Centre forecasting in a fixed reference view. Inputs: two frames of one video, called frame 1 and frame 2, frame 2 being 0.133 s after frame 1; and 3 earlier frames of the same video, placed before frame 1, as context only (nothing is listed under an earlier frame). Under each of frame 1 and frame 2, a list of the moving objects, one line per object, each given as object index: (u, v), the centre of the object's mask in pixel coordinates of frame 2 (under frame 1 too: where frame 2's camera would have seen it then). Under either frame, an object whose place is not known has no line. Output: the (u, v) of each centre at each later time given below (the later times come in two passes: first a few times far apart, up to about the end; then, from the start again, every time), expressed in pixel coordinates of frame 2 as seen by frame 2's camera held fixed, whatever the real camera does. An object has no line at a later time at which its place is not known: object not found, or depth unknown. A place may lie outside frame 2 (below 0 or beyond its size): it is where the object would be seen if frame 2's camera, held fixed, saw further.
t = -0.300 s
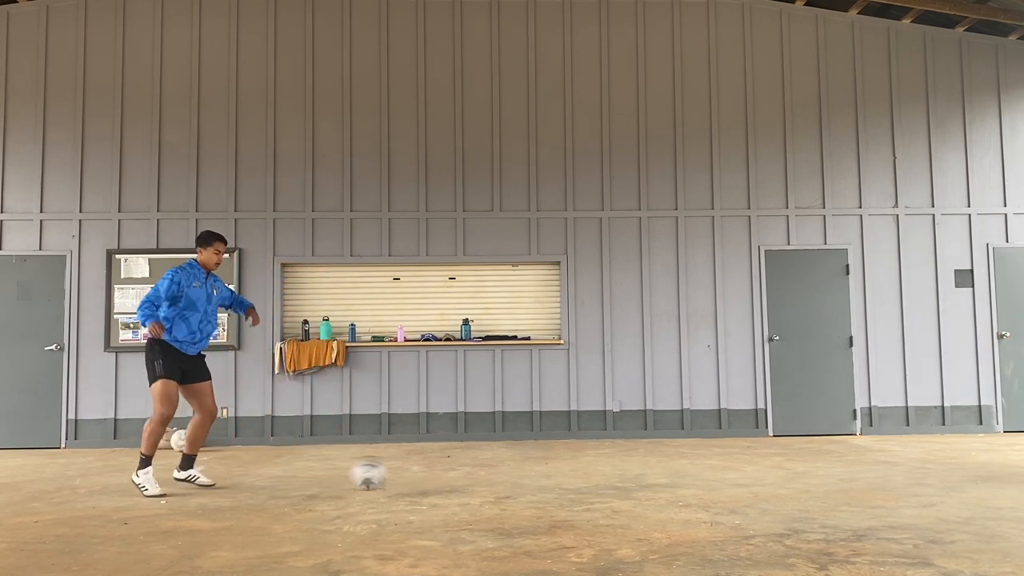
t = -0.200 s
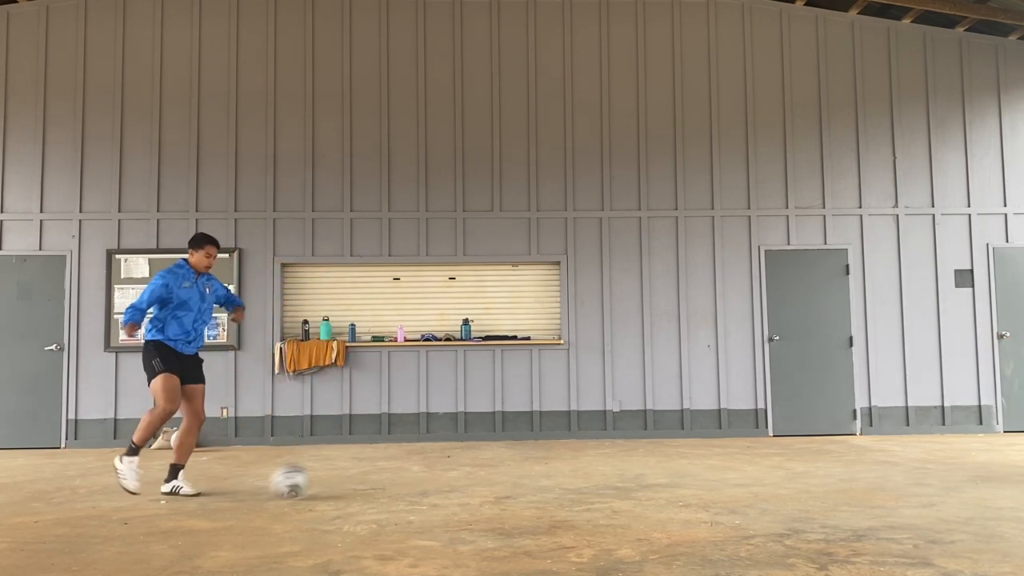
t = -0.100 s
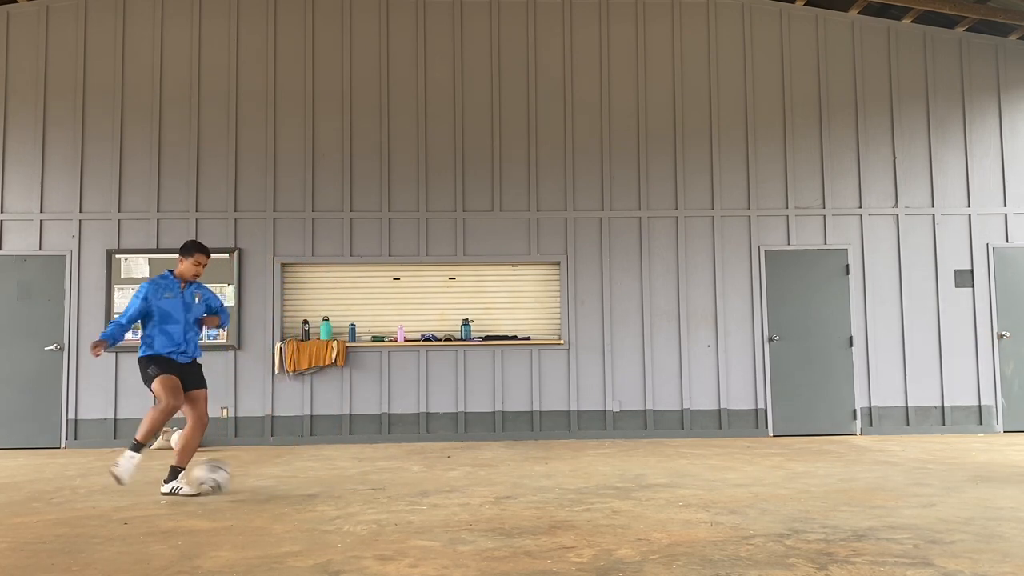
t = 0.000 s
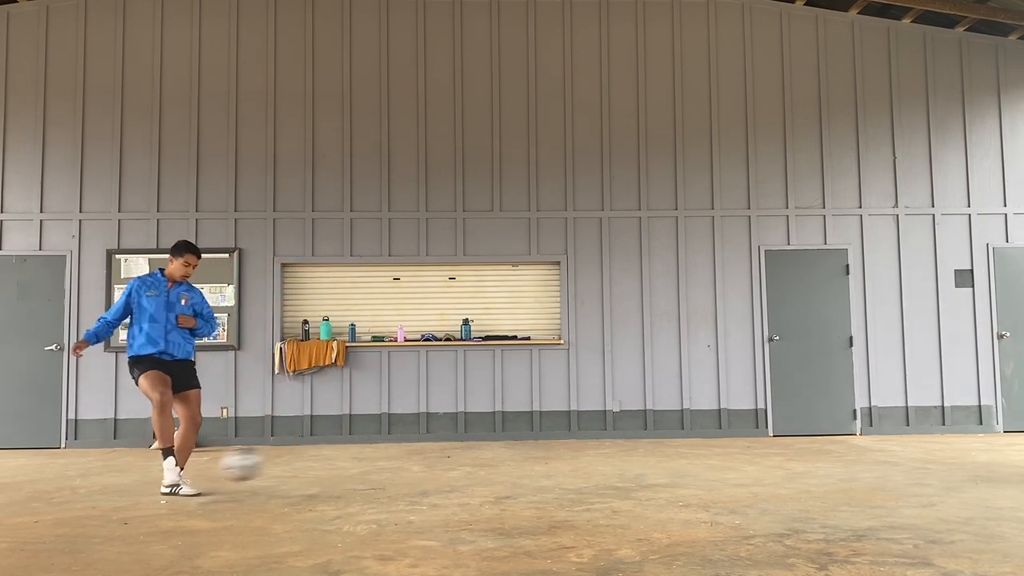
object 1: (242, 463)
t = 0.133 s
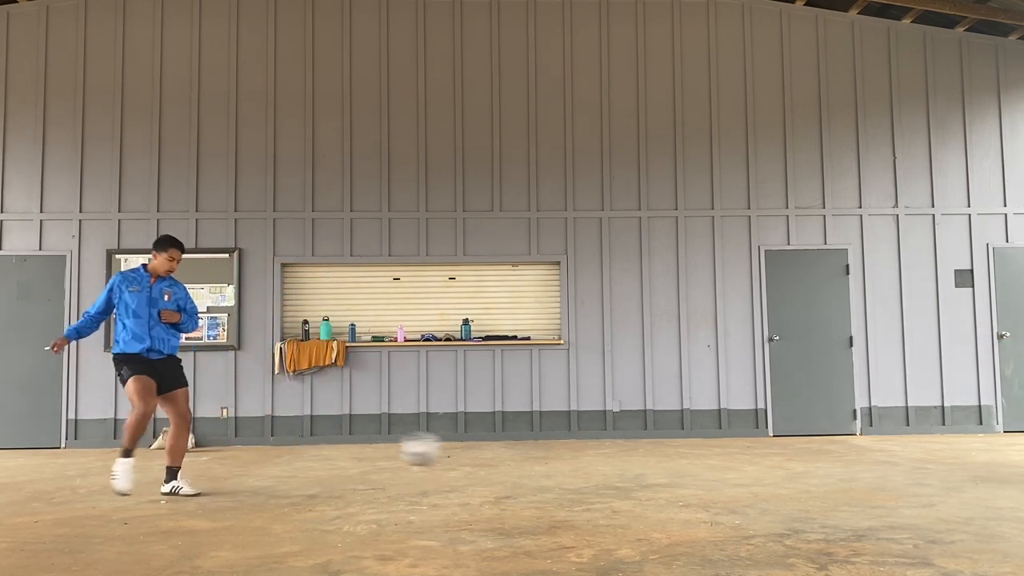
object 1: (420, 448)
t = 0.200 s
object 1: (506, 452)
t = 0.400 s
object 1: (731, 456)
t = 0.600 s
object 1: (918, 457)
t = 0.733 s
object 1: (1015, 452)
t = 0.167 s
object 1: (464, 450)
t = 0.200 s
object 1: (506, 452)
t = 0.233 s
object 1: (547, 458)
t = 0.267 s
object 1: (590, 465)
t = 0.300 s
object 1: (631, 472)
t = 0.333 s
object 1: (666, 470)
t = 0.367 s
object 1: (699, 462)
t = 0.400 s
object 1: (731, 456)
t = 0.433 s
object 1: (764, 453)
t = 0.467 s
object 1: (796, 450)
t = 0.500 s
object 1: (826, 449)
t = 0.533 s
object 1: (856, 451)
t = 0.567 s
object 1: (888, 452)
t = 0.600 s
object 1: (918, 457)
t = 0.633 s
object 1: (949, 463)
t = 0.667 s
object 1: (977, 466)
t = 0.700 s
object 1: (1000, 458)
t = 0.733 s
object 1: (1015, 452)
